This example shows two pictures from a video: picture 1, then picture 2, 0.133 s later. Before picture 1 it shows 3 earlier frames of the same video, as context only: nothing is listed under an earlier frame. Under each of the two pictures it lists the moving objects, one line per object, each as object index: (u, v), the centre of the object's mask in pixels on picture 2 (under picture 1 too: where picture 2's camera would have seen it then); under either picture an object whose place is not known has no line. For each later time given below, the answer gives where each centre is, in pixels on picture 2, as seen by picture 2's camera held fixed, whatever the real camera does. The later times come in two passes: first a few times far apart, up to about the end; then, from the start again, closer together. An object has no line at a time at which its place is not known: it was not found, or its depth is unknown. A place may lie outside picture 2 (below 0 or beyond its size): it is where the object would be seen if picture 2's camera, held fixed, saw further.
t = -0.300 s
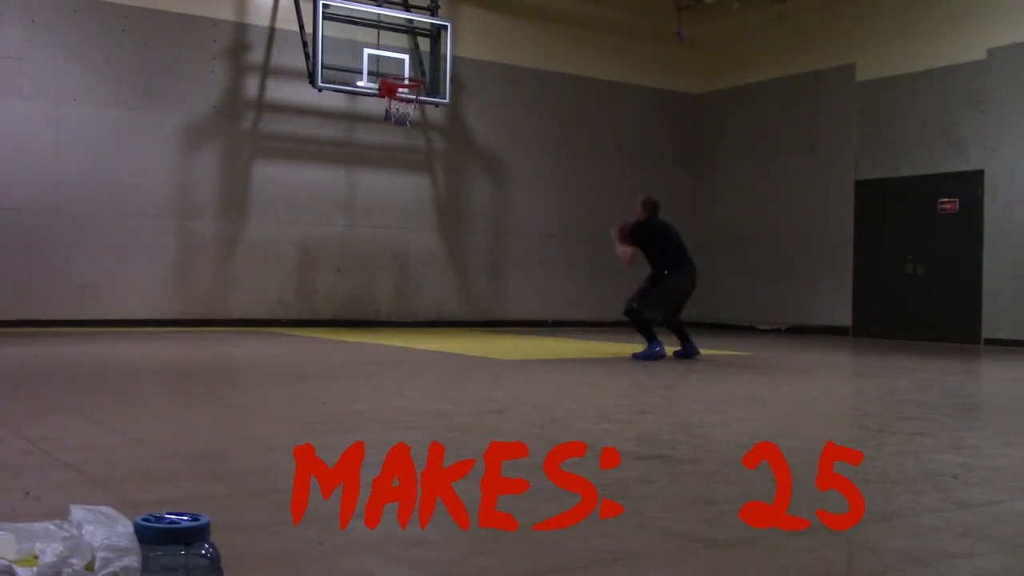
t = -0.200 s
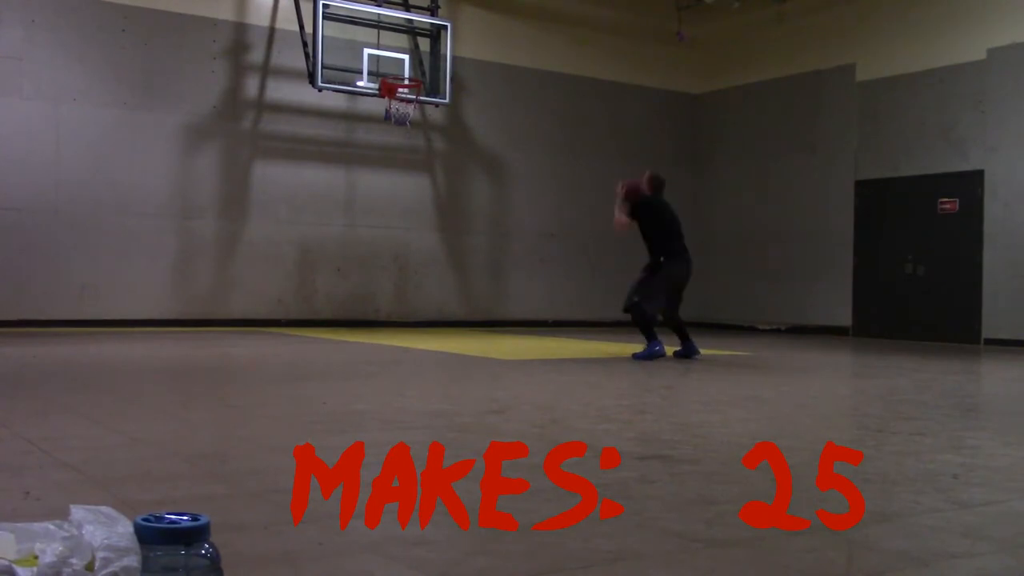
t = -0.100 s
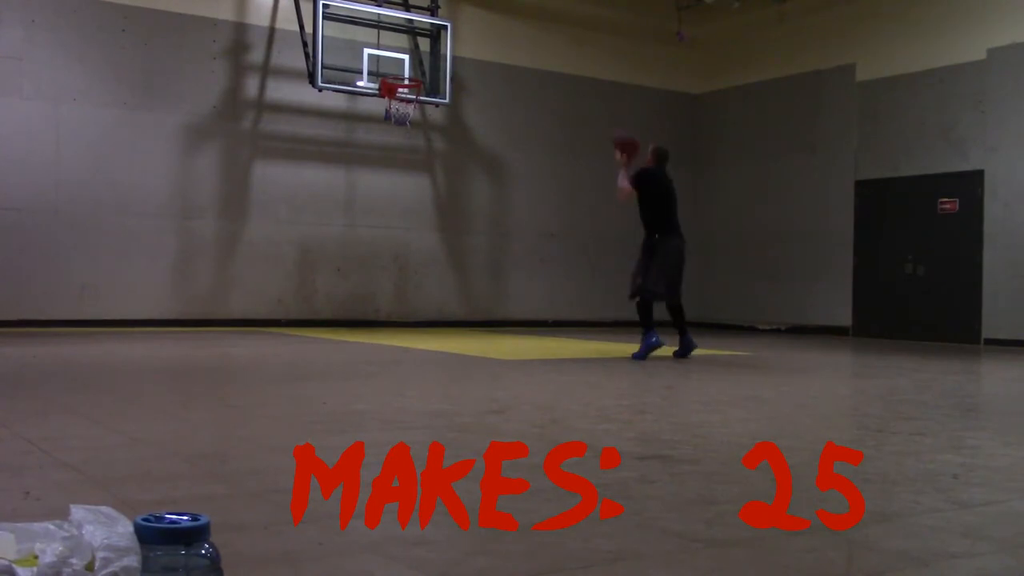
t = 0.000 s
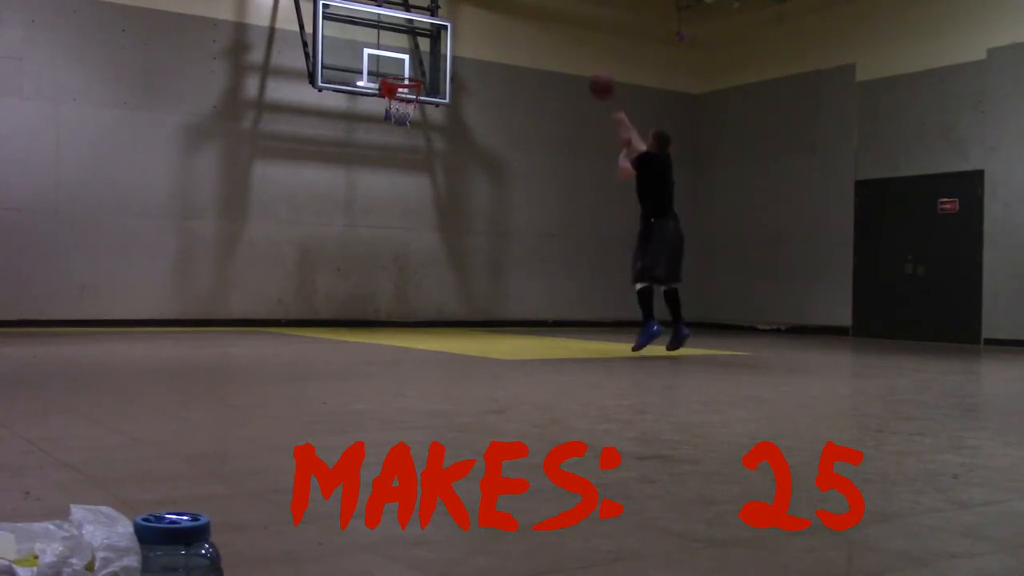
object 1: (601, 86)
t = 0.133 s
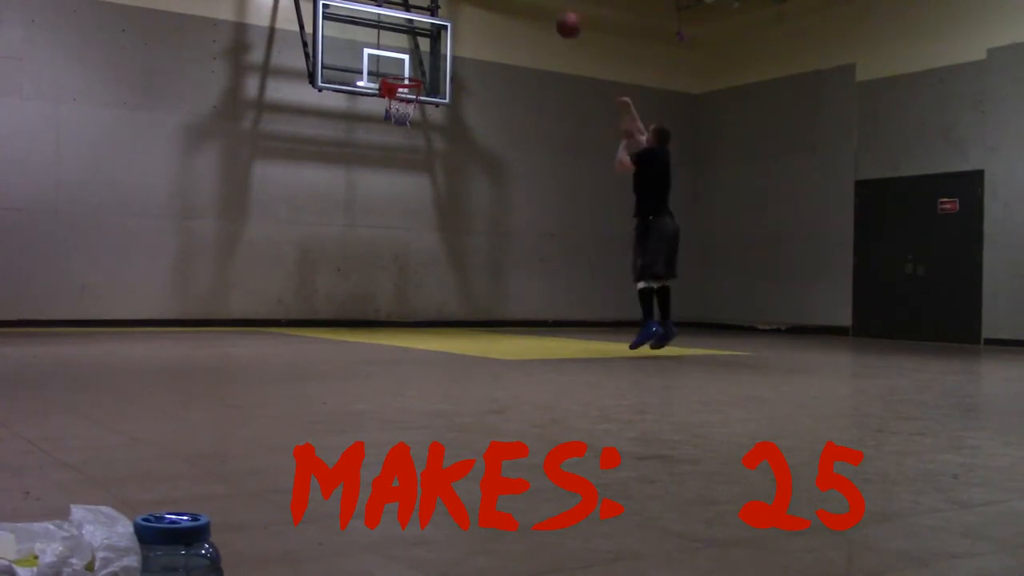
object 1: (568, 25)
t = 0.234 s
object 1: (544, 4)
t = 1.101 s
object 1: (392, 115)
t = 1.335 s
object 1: (372, 187)
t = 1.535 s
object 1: (355, 281)
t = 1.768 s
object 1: (346, 263)
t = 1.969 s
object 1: (342, 212)
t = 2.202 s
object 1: (336, 193)
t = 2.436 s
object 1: (329, 220)
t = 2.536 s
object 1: (326, 246)
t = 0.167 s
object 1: (561, 13)
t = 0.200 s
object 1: (553, 7)
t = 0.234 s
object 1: (544, 4)
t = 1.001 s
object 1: (403, 95)
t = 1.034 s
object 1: (398, 102)
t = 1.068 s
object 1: (394, 106)
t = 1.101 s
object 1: (392, 115)
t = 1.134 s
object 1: (389, 122)
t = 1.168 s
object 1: (386, 130)
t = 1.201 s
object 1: (384, 140)
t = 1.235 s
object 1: (381, 150)
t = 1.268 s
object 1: (378, 162)
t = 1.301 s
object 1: (375, 174)
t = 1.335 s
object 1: (372, 187)
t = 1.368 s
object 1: (369, 200)
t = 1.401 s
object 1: (367, 215)
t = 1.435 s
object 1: (363, 230)
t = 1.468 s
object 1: (361, 246)
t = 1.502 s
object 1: (358, 263)
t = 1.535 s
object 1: (355, 281)
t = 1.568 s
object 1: (352, 300)
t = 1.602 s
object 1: (349, 319)
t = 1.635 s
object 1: (348, 313)
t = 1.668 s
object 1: (348, 298)
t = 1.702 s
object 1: (347, 286)
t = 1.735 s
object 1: (347, 273)
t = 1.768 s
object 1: (346, 263)
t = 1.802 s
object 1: (345, 252)
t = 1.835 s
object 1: (344, 242)
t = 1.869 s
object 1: (344, 233)
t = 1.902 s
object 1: (343, 225)
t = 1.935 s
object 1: (343, 218)
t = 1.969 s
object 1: (342, 212)
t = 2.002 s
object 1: (341, 207)
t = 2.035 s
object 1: (340, 202)
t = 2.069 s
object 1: (339, 199)
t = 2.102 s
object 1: (338, 196)
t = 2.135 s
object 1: (338, 194)
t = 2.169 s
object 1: (337, 193)
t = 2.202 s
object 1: (336, 193)
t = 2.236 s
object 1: (335, 194)
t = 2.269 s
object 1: (334, 196)
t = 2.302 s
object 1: (333, 199)
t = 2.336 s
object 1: (332, 203)
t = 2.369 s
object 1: (331, 208)
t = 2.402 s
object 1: (330, 213)
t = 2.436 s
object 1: (329, 220)
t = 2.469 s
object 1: (328, 228)
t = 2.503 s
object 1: (327, 237)
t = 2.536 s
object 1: (326, 246)
